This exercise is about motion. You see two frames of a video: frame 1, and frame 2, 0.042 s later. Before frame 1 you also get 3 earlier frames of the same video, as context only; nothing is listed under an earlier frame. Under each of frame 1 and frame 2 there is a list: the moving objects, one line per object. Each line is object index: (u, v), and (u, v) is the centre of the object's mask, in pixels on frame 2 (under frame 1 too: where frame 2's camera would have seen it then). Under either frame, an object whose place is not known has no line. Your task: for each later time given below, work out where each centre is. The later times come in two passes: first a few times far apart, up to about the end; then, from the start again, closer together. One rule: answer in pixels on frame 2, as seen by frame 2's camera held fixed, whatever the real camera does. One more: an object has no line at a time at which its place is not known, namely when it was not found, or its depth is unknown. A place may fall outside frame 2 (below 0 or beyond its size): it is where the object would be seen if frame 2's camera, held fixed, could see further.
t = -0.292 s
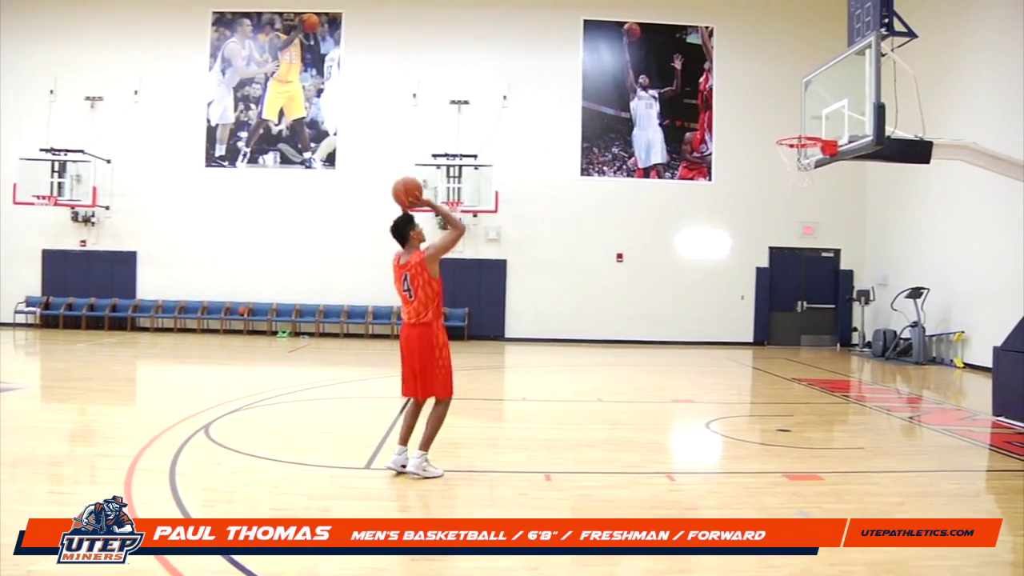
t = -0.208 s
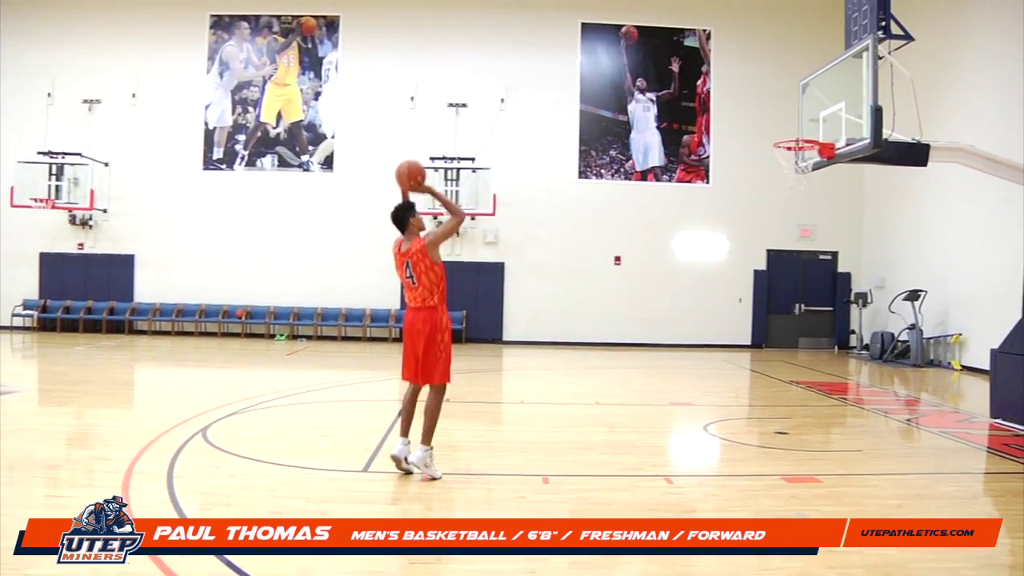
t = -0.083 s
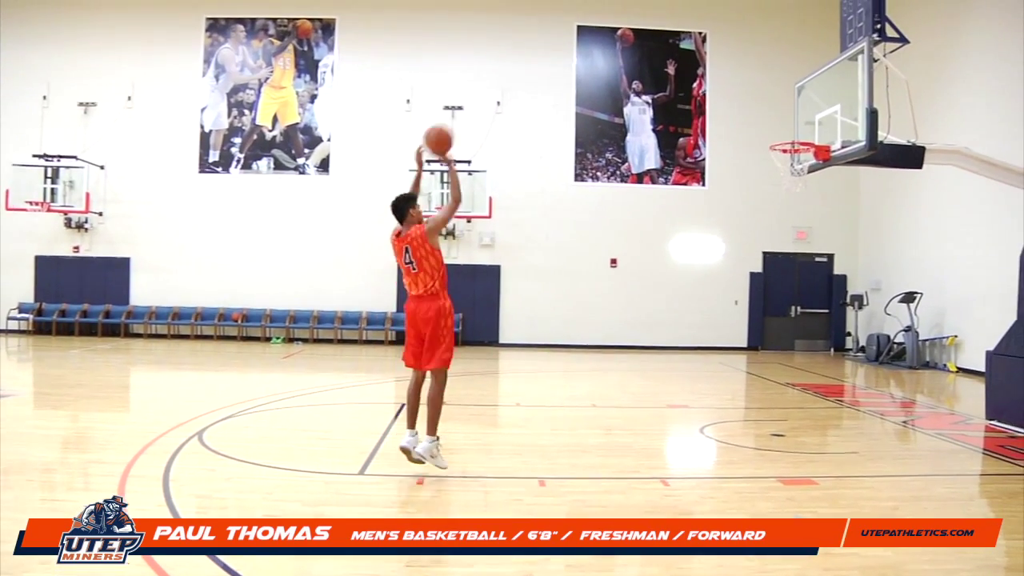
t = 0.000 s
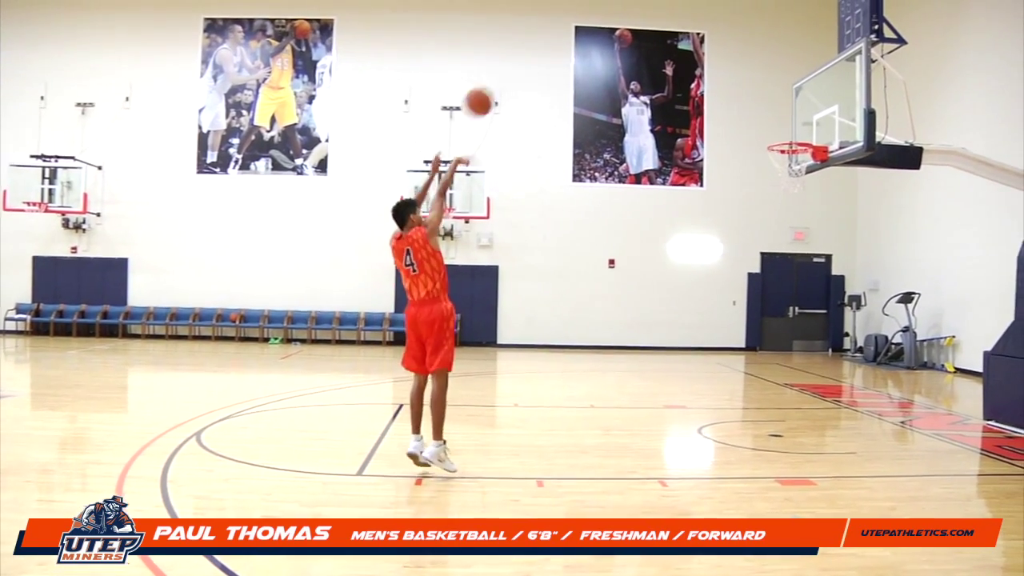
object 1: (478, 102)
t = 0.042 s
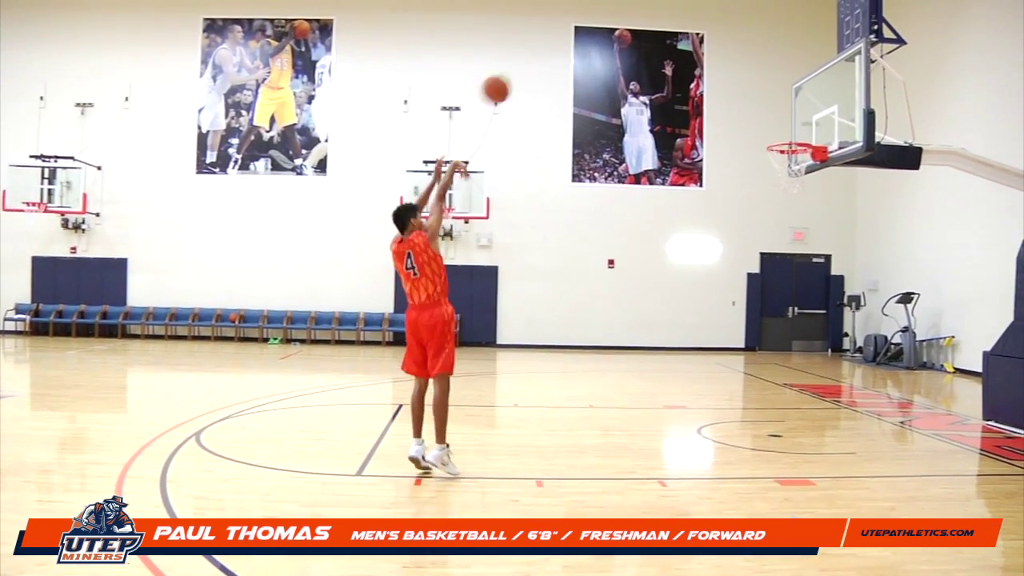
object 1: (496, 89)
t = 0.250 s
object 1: (598, 42)
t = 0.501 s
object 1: (694, 57)
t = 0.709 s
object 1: (759, 108)
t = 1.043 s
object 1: (811, 192)
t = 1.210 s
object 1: (817, 241)
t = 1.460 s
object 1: (823, 354)
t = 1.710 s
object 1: (820, 359)
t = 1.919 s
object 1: (811, 299)
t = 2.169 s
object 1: (799, 281)
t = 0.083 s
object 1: (522, 72)
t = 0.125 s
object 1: (539, 62)
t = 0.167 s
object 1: (562, 52)
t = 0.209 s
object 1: (578, 47)
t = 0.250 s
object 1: (598, 42)
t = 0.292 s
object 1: (614, 40)
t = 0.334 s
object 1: (633, 41)
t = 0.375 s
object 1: (646, 42)
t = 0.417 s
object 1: (664, 46)
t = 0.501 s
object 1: (694, 57)
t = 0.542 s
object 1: (706, 61)
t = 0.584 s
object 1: (724, 73)
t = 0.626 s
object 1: (734, 82)
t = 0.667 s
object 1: (749, 97)
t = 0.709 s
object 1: (759, 108)
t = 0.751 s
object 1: (774, 125)
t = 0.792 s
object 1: (783, 135)
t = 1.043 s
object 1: (811, 192)
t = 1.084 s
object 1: (813, 204)
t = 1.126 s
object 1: (813, 214)
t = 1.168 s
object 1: (815, 230)
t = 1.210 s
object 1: (817, 241)
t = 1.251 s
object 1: (818, 262)
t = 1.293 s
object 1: (819, 275)
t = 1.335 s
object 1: (820, 296)
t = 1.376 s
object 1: (821, 313)
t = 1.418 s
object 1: (822, 338)
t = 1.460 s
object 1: (823, 354)
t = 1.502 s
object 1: (825, 384)
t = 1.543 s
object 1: (825, 405)
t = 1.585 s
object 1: (824, 408)
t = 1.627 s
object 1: (822, 393)
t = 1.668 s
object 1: (822, 373)
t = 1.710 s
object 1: (820, 359)
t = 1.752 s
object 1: (818, 342)
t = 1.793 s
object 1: (817, 332)
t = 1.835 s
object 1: (815, 318)
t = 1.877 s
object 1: (814, 310)
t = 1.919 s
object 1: (811, 299)
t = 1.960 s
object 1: (810, 294)
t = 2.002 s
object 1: (808, 287)
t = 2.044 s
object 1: (806, 284)
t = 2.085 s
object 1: (803, 281)
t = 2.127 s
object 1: (802, 280)
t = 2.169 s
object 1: (799, 281)
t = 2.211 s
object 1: (798, 282)
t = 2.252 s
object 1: (795, 286)
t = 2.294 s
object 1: (793, 291)
